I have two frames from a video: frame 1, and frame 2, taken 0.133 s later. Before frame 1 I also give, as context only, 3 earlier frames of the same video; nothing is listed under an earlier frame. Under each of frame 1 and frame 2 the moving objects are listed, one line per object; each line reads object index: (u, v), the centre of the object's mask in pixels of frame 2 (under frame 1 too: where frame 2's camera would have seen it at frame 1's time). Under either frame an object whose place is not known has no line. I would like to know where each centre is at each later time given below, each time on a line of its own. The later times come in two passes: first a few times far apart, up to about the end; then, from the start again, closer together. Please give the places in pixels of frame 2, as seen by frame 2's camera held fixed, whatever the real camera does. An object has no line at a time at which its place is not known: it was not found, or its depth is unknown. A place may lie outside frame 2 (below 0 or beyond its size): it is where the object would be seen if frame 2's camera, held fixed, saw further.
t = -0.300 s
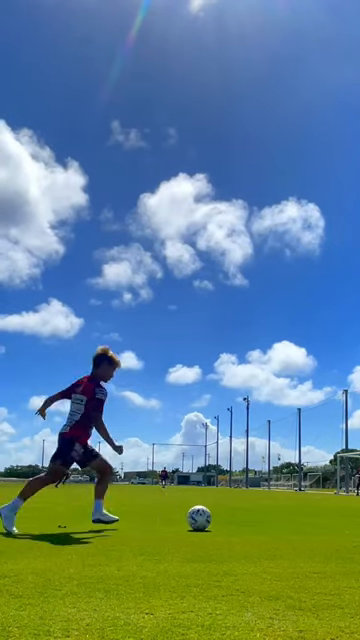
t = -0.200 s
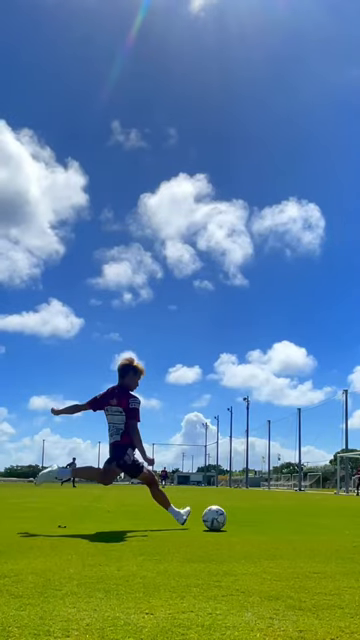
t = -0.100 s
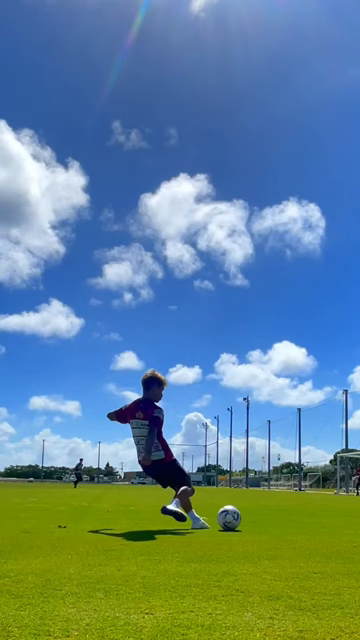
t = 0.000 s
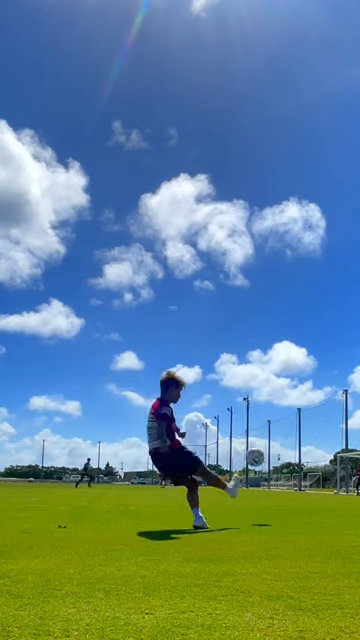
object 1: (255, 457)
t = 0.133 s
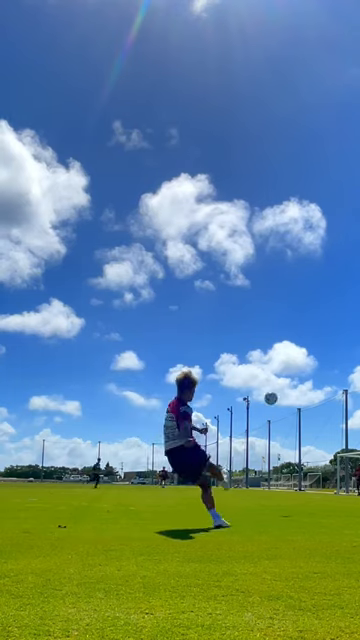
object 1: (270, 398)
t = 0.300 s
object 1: (274, 371)
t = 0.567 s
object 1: (270, 366)
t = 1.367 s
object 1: (248, 427)
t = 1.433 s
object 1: (245, 433)
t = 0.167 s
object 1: (272, 390)
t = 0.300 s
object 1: (274, 371)
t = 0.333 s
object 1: (274, 368)
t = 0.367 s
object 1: (274, 367)
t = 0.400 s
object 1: (273, 365)
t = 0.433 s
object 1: (273, 365)
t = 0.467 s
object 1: (272, 364)
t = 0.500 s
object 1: (271, 364)
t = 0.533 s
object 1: (270, 365)
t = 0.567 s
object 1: (270, 366)
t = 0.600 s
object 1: (269, 367)
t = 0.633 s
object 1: (268, 368)
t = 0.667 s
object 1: (267, 369)
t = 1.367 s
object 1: (248, 427)
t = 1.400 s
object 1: (246, 430)
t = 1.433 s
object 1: (245, 433)
